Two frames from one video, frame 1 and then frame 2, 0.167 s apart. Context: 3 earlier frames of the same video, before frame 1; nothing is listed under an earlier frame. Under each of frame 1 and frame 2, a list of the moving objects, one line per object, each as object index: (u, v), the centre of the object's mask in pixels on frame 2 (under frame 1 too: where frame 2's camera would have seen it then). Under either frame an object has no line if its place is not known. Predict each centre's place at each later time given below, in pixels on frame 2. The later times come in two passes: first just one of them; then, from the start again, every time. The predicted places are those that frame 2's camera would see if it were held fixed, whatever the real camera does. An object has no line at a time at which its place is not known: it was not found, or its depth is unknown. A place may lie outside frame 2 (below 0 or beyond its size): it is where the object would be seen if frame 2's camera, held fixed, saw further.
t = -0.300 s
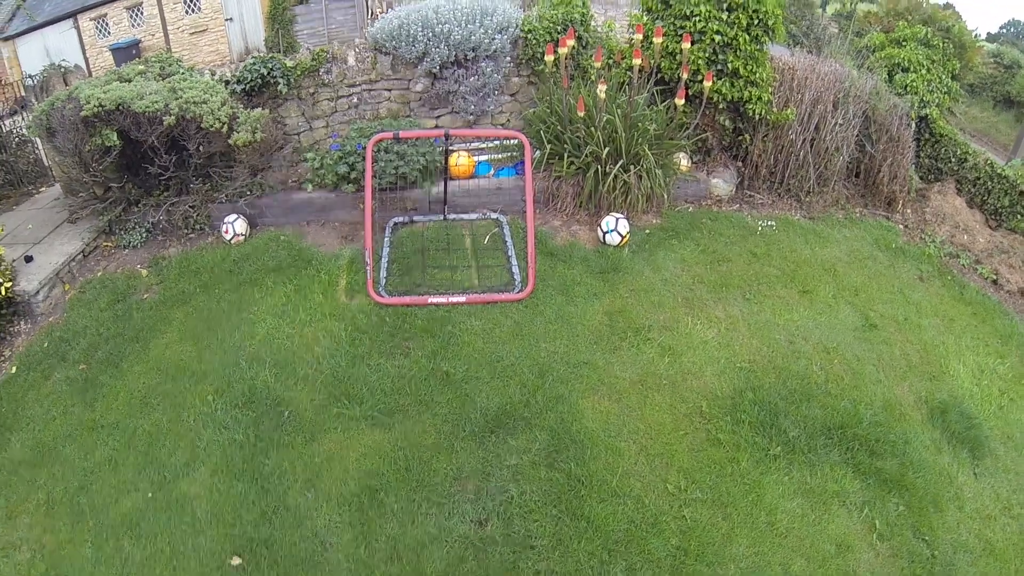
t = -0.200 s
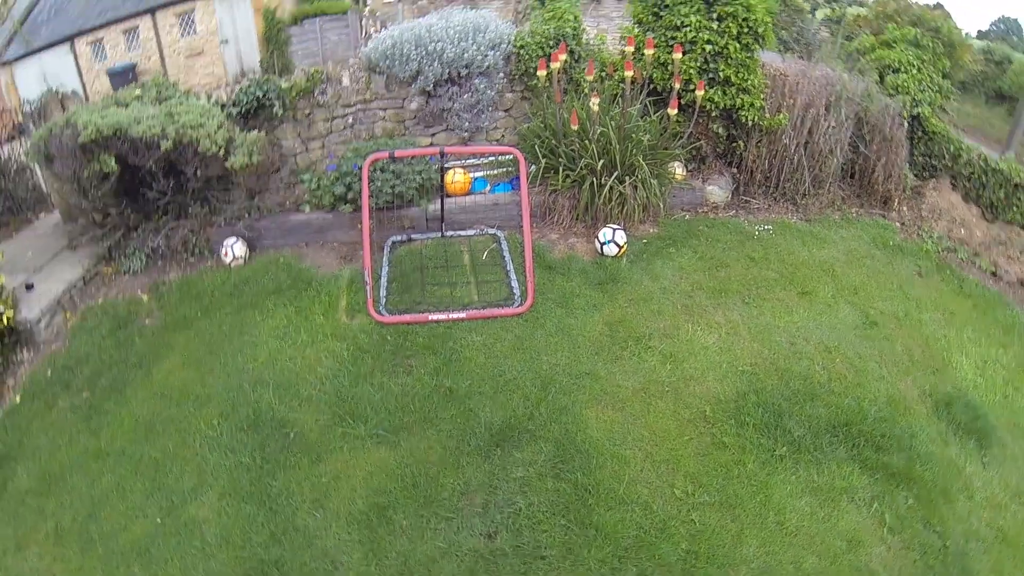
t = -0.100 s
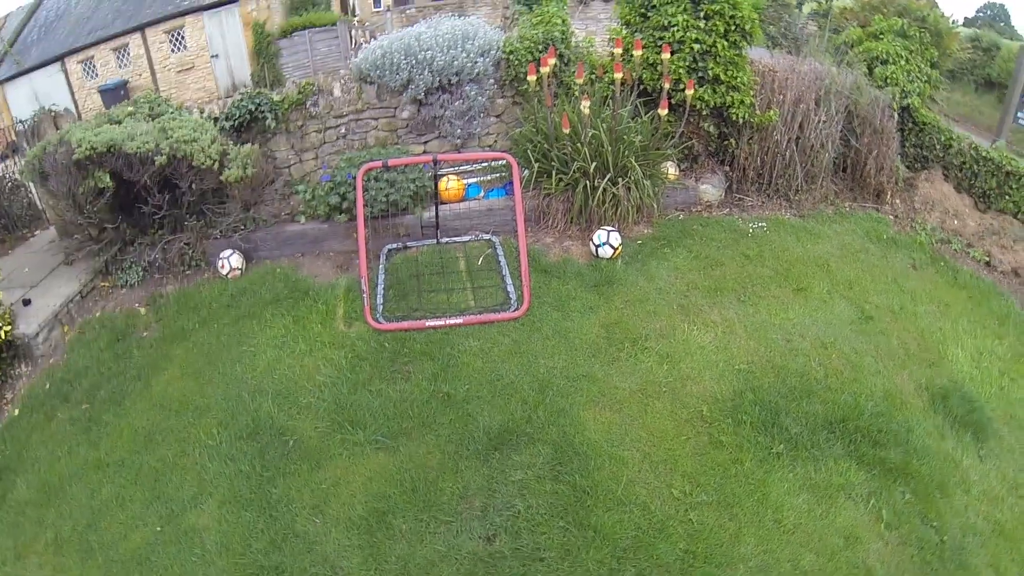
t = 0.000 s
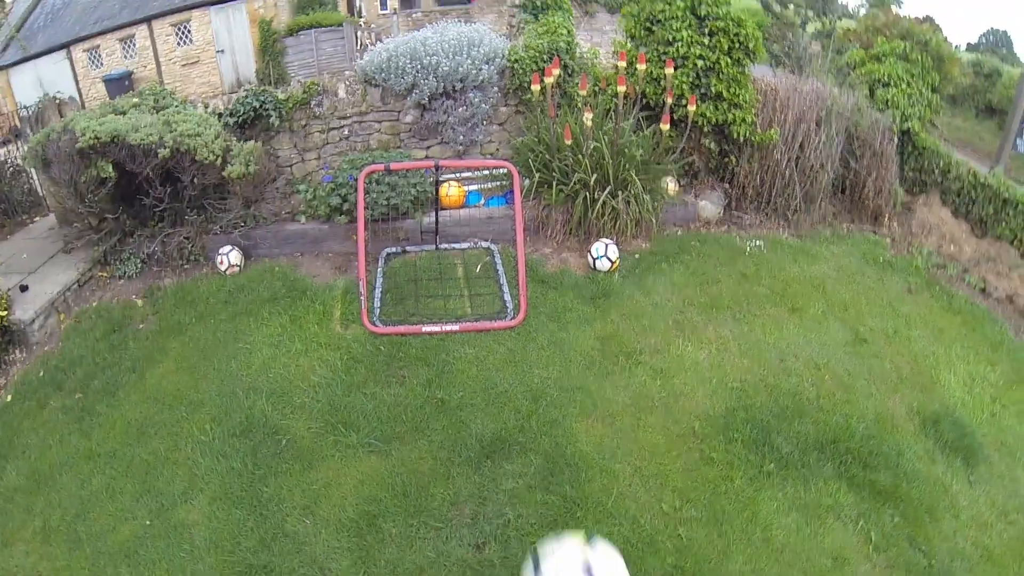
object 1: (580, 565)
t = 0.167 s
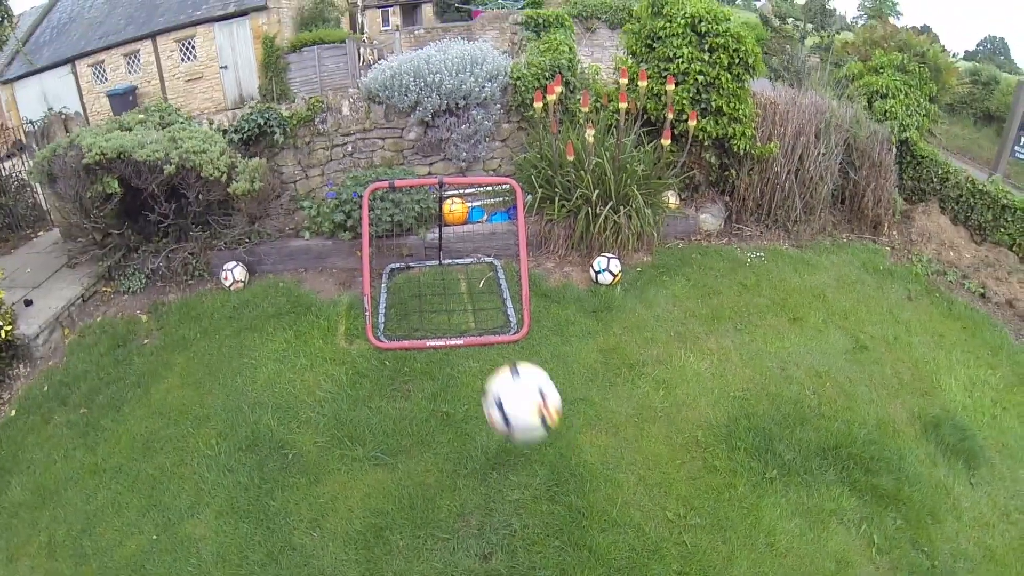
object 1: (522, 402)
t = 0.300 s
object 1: (491, 320)
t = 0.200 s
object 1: (513, 377)
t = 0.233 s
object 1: (506, 356)
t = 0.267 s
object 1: (498, 337)
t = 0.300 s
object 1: (491, 320)
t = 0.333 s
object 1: (486, 308)
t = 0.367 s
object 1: (481, 297)
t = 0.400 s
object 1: (476, 286)
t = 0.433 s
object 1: (471, 277)
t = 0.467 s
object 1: (468, 271)
